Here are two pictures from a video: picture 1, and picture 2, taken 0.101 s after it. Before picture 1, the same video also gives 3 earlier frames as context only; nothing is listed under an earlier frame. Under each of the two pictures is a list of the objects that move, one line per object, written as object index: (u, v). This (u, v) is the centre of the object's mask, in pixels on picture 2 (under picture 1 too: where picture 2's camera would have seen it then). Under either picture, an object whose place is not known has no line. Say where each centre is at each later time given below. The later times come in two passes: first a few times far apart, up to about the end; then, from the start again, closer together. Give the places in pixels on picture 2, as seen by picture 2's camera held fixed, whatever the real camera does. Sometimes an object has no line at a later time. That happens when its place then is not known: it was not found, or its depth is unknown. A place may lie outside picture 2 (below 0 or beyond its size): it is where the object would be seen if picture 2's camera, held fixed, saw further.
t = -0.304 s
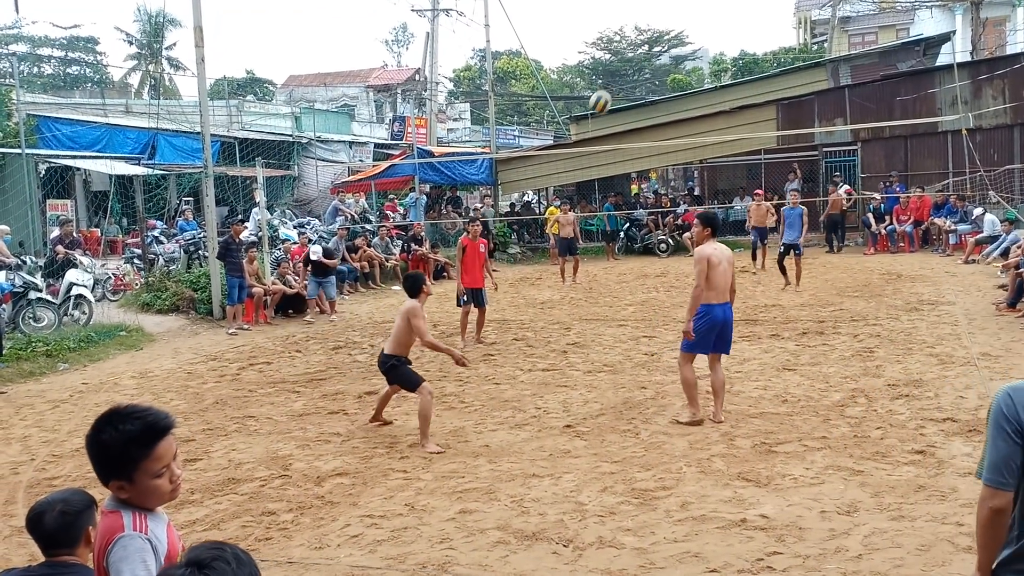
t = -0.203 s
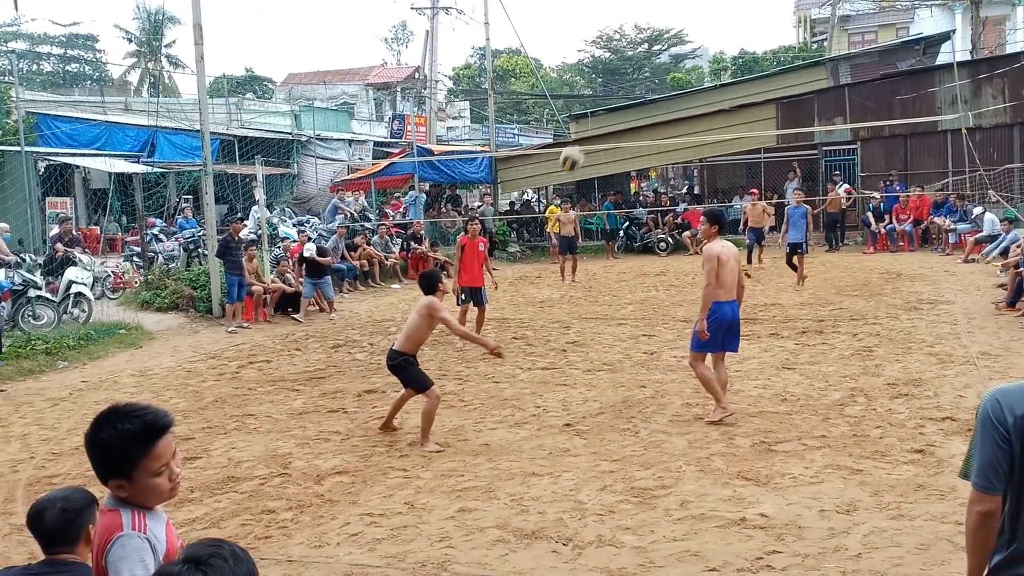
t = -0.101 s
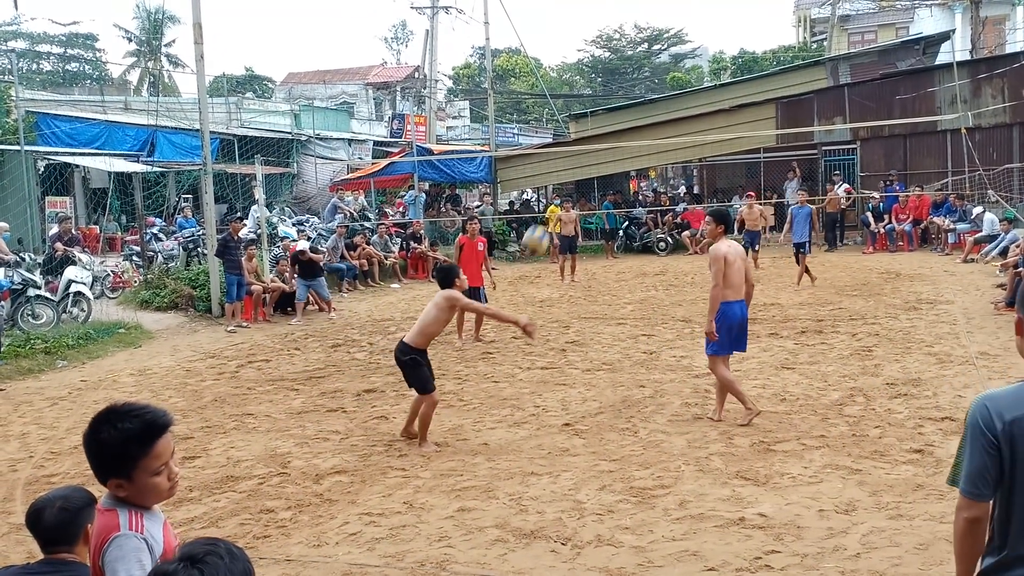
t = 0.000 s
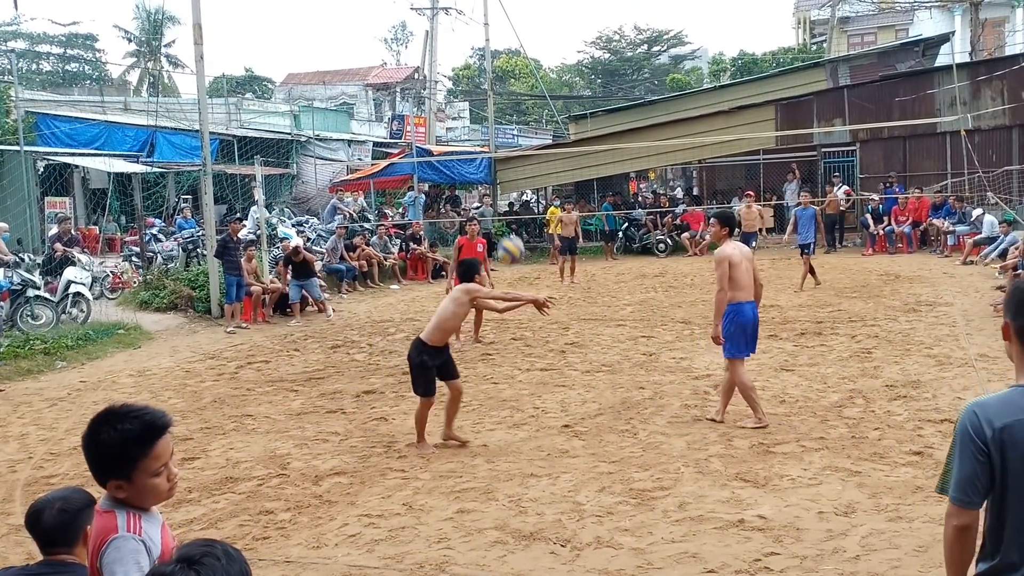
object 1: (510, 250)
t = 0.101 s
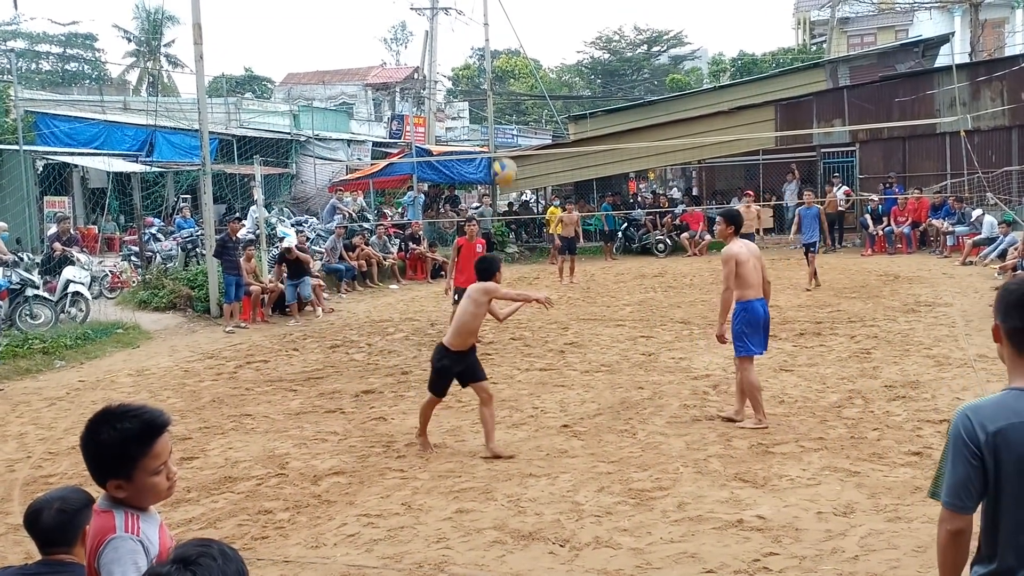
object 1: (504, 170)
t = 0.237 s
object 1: (496, 91)
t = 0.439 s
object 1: (486, 22)
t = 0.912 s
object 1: (470, 44)
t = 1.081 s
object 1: (469, 100)
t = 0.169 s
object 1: (500, 127)
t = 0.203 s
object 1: (498, 109)
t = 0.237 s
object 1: (496, 91)
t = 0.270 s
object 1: (495, 78)
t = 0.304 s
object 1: (493, 63)
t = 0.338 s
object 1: (490, 51)
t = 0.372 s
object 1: (489, 40)
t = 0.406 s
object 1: (487, 29)
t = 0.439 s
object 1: (486, 22)
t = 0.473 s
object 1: (484, 15)
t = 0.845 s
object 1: (472, 26)
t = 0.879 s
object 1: (470, 35)
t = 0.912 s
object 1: (470, 44)
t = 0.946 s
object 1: (470, 54)
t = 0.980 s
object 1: (470, 65)
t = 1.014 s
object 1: (470, 75)
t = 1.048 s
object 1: (469, 87)
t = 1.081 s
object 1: (469, 100)
